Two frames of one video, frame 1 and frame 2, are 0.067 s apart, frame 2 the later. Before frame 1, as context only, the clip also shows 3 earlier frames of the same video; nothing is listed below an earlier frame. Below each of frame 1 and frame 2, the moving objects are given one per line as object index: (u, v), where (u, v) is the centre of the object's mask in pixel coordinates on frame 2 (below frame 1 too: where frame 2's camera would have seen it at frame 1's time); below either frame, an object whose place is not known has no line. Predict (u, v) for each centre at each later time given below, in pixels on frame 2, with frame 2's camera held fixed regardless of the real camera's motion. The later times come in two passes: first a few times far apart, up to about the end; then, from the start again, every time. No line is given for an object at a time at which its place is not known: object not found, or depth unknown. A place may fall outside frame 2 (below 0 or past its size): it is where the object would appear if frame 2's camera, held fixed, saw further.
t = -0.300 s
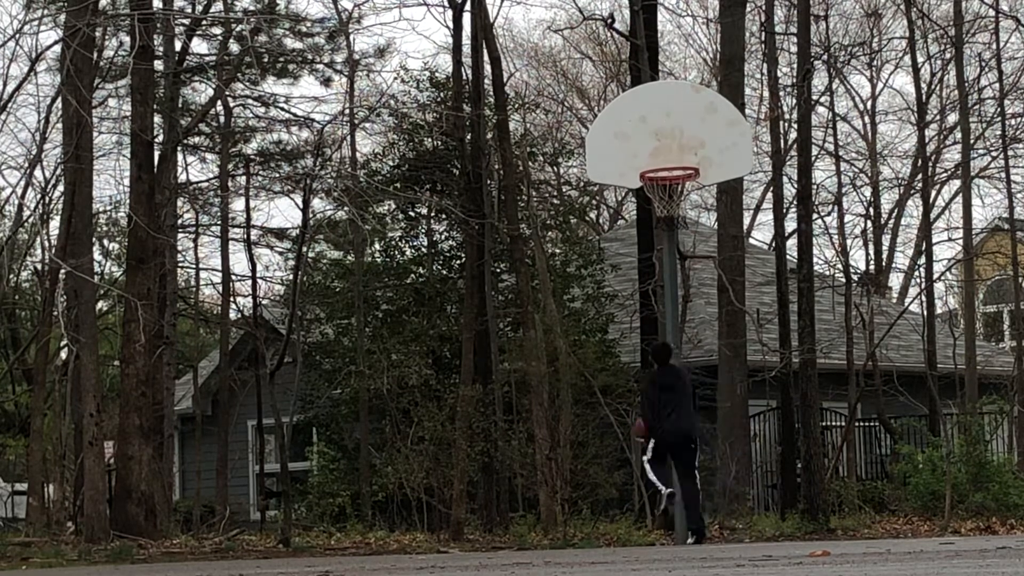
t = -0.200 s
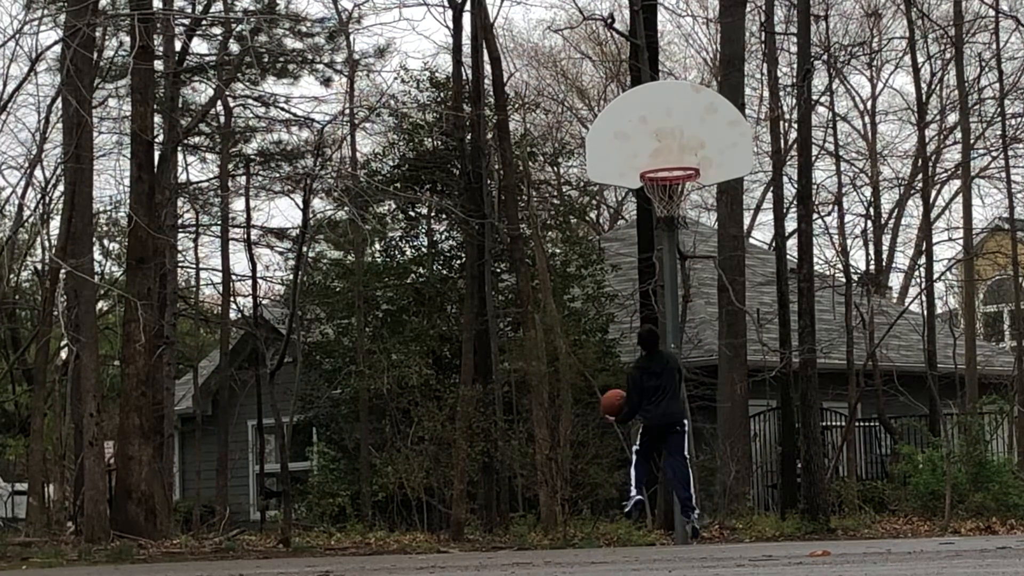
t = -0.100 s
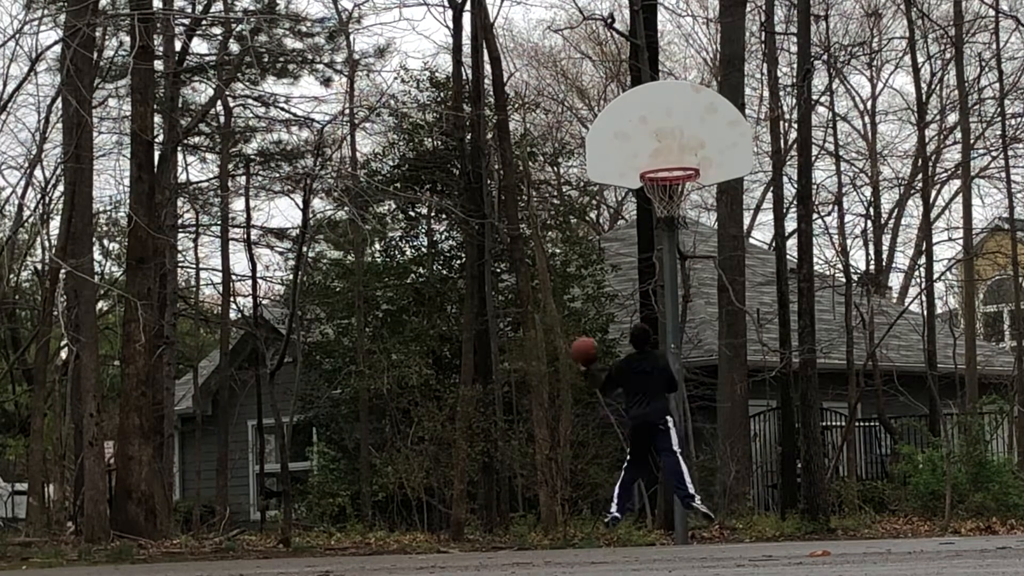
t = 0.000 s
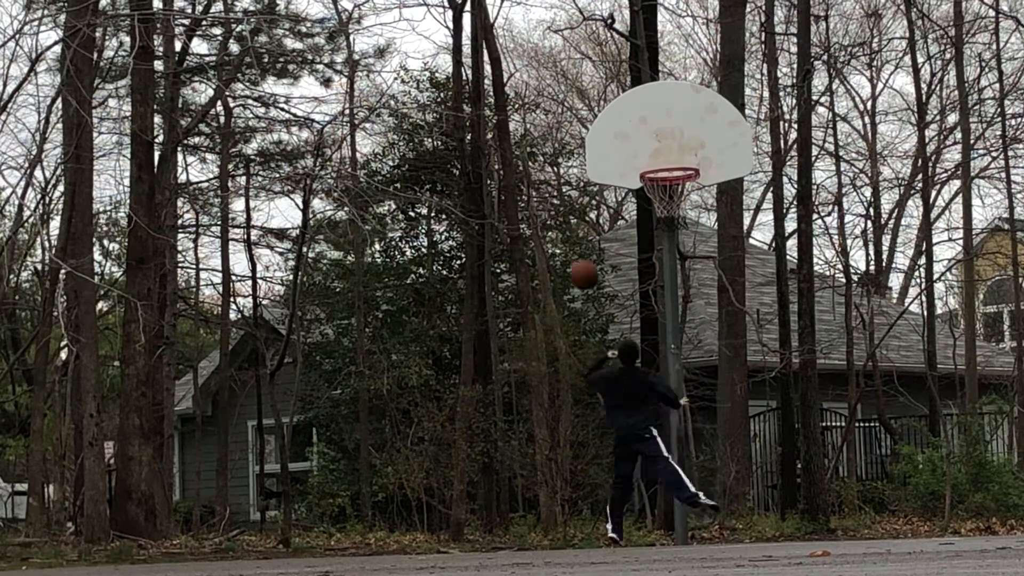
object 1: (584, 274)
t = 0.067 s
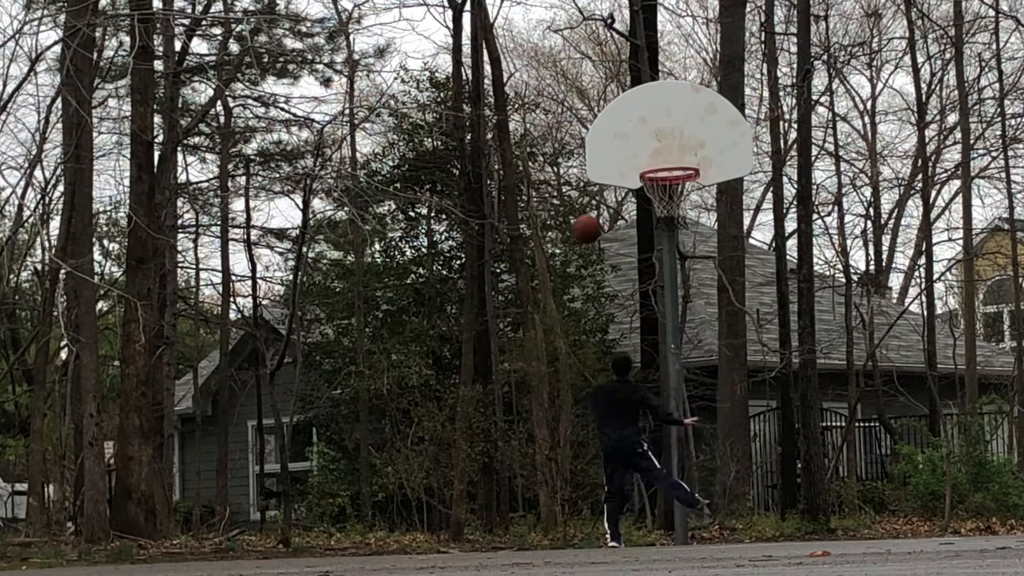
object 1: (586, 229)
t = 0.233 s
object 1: (593, 139)
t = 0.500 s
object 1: (601, 64)
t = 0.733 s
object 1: (608, 65)
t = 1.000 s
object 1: (607, 117)
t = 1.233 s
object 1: (600, 211)
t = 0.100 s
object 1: (588, 207)
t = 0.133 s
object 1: (590, 188)
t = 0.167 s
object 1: (591, 171)
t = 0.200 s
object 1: (592, 154)
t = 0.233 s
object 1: (593, 139)
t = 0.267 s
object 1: (594, 125)
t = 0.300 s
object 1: (596, 113)
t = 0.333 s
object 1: (596, 101)
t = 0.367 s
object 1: (598, 91)
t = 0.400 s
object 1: (599, 82)
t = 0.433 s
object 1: (599, 75)
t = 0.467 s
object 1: (600, 68)
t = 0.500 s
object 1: (601, 64)
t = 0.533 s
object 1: (601, 60)
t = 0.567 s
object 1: (603, 58)
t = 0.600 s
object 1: (603, 57)
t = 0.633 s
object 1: (604, 57)
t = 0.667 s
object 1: (605, 59)
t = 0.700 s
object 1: (606, 61)
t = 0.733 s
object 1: (608, 65)
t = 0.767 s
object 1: (610, 71)
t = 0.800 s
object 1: (611, 78)
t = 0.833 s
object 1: (612, 86)
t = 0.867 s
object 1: (612, 92)
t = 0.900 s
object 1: (611, 96)
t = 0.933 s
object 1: (610, 102)
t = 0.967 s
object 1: (609, 109)
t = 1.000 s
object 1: (607, 117)
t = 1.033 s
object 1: (606, 126)
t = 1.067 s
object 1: (605, 137)
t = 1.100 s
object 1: (604, 149)
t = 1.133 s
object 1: (603, 163)
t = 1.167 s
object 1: (602, 177)
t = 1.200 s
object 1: (601, 194)
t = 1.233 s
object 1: (600, 211)
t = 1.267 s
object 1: (599, 230)
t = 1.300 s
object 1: (599, 251)
